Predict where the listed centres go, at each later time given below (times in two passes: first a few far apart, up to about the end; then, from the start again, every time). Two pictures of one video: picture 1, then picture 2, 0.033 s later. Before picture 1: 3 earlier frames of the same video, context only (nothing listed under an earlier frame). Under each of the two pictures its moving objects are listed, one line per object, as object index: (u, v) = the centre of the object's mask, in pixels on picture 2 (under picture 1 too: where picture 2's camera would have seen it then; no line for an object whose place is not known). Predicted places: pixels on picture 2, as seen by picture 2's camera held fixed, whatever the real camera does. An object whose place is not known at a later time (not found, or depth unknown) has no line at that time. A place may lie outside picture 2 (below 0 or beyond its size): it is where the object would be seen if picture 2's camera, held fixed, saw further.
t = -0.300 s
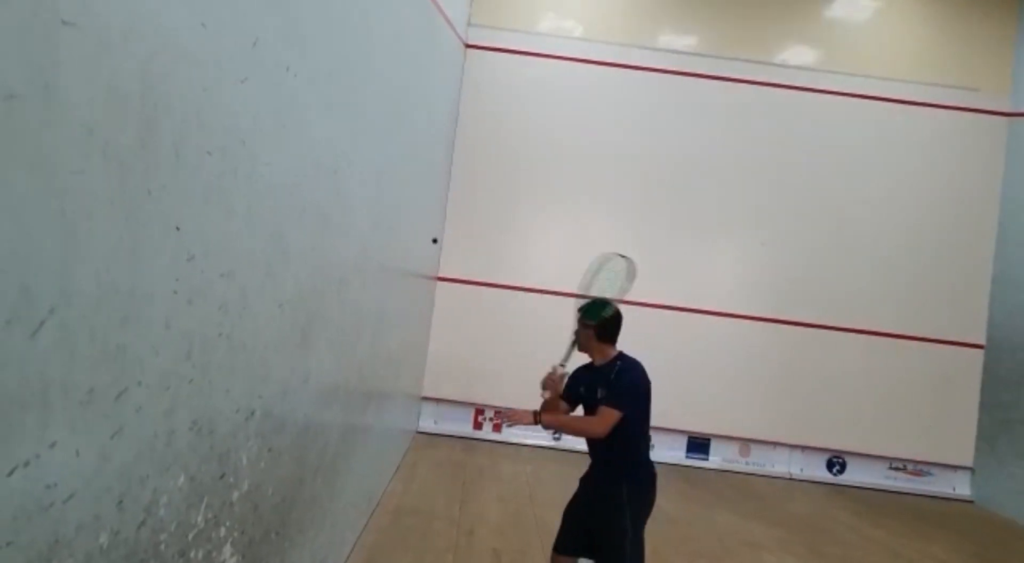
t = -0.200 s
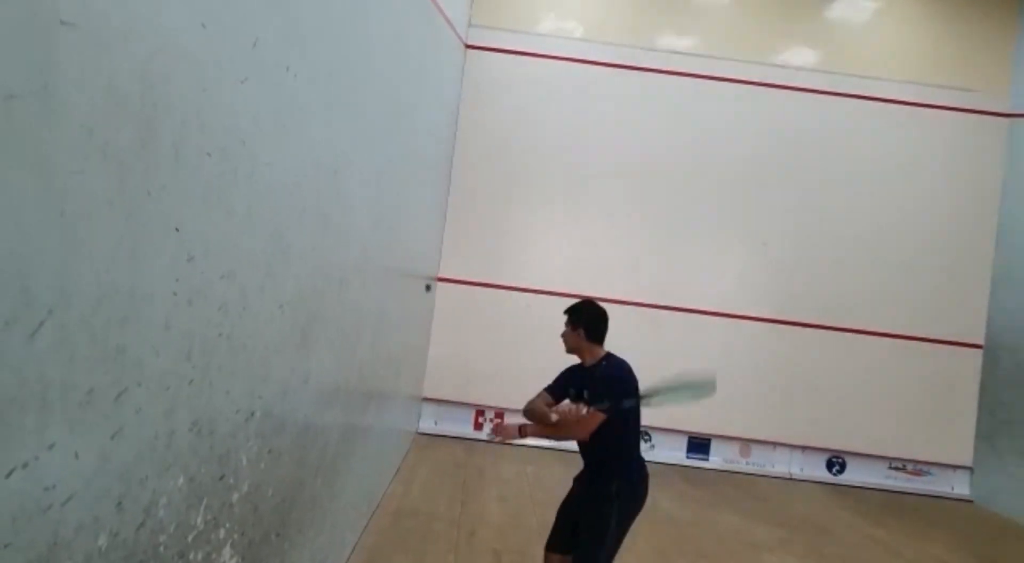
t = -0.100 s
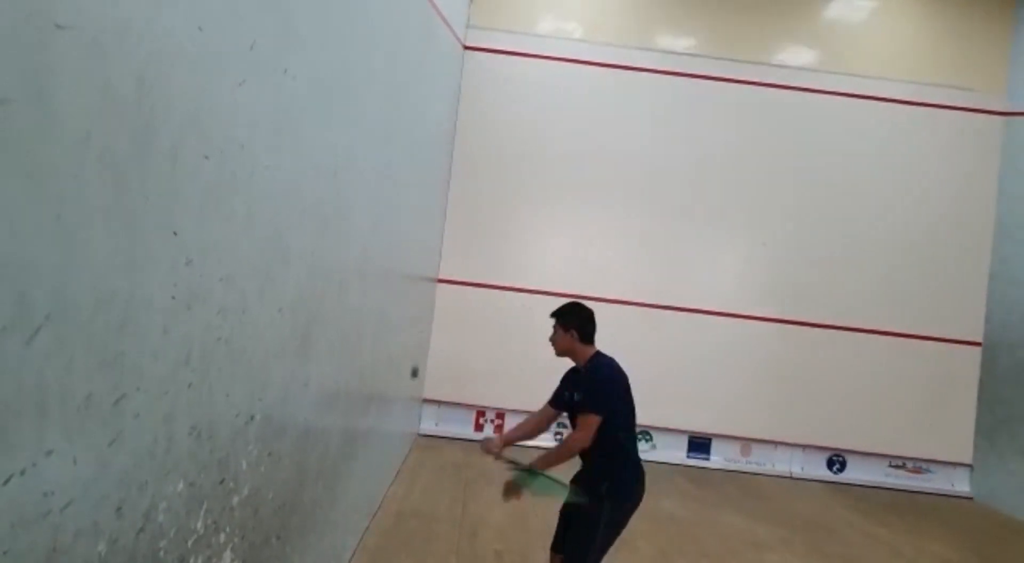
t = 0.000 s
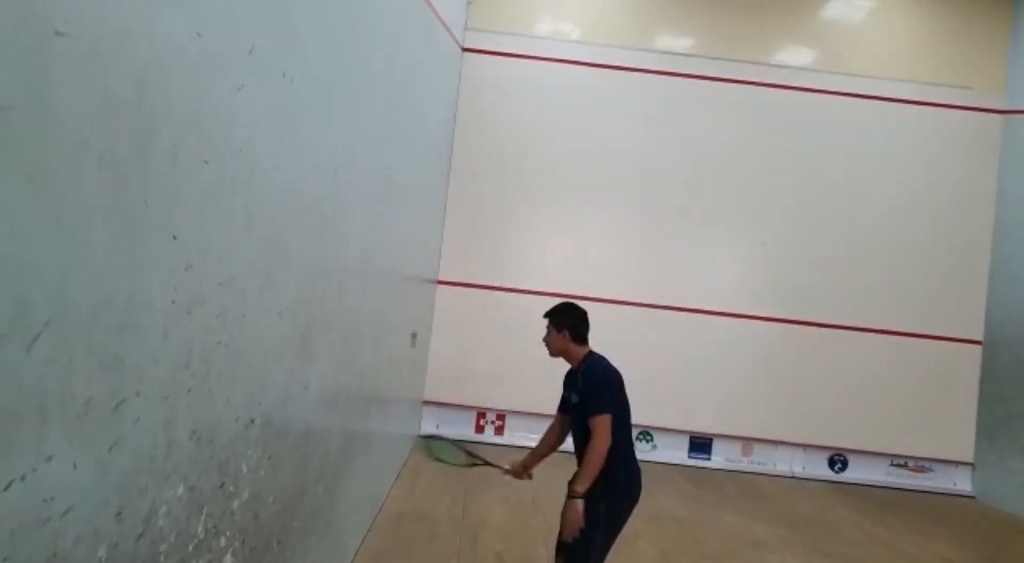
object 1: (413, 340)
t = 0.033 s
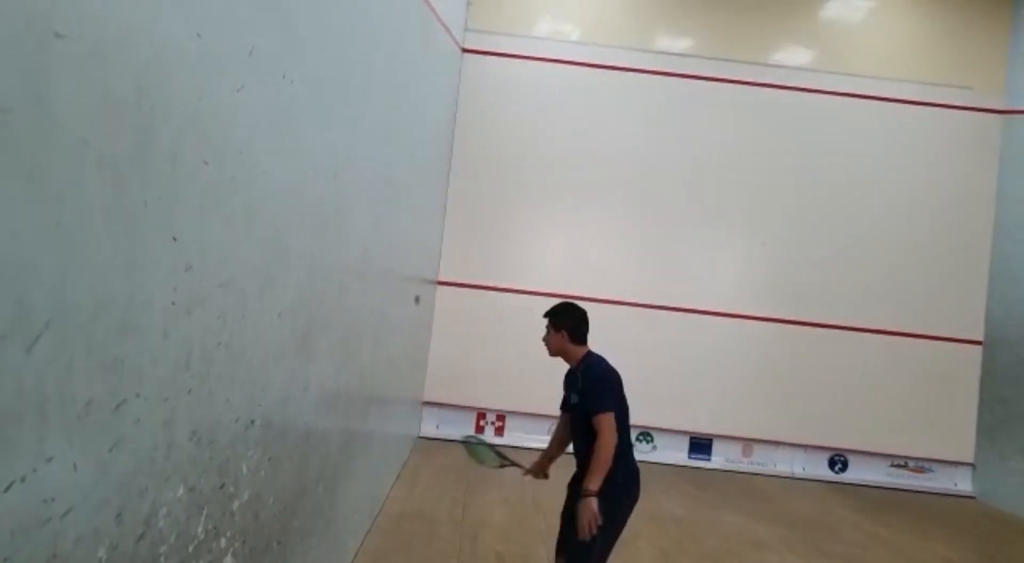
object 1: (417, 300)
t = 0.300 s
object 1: (467, 209)
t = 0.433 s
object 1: (474, 196)
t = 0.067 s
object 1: (419, 273)
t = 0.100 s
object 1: (432, 255)
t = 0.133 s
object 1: (445, 242)
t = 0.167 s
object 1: (455, 233)
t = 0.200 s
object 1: (462, 226)
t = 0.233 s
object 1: (463, 220)
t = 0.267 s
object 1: (465, 214)
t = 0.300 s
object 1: (467, 209)
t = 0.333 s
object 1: (469, 204)
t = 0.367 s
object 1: (471, 201)
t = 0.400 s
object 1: (473, 198)
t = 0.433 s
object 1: (474, 196)
